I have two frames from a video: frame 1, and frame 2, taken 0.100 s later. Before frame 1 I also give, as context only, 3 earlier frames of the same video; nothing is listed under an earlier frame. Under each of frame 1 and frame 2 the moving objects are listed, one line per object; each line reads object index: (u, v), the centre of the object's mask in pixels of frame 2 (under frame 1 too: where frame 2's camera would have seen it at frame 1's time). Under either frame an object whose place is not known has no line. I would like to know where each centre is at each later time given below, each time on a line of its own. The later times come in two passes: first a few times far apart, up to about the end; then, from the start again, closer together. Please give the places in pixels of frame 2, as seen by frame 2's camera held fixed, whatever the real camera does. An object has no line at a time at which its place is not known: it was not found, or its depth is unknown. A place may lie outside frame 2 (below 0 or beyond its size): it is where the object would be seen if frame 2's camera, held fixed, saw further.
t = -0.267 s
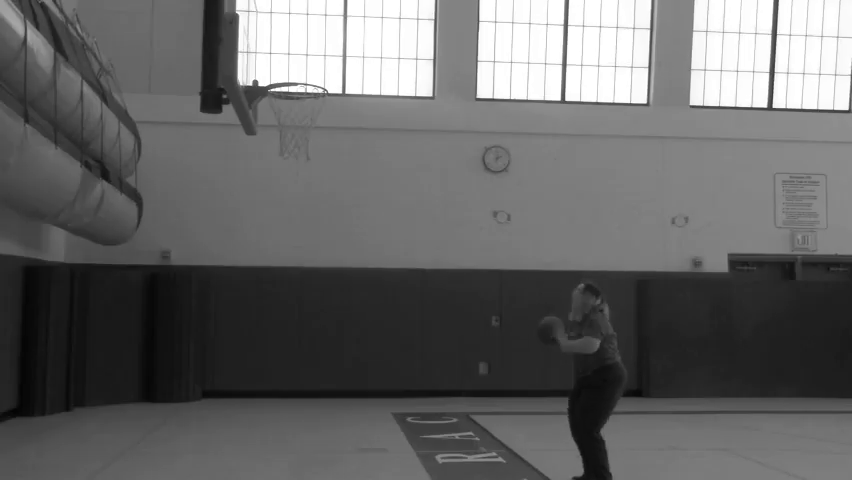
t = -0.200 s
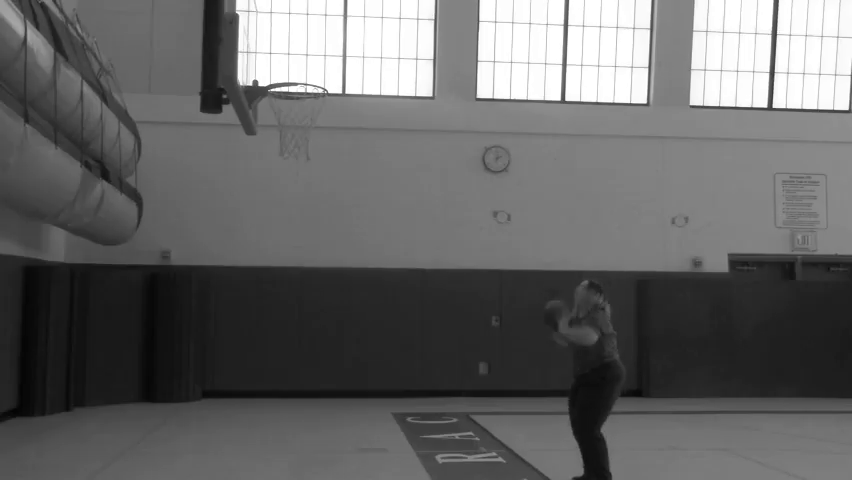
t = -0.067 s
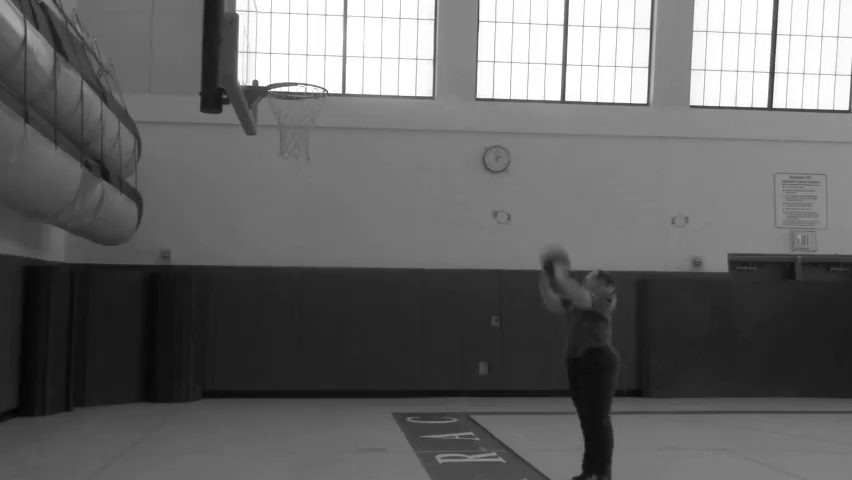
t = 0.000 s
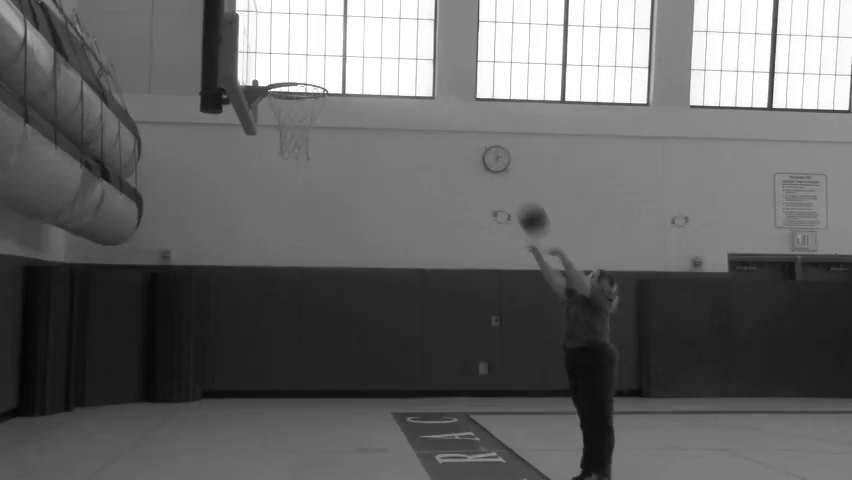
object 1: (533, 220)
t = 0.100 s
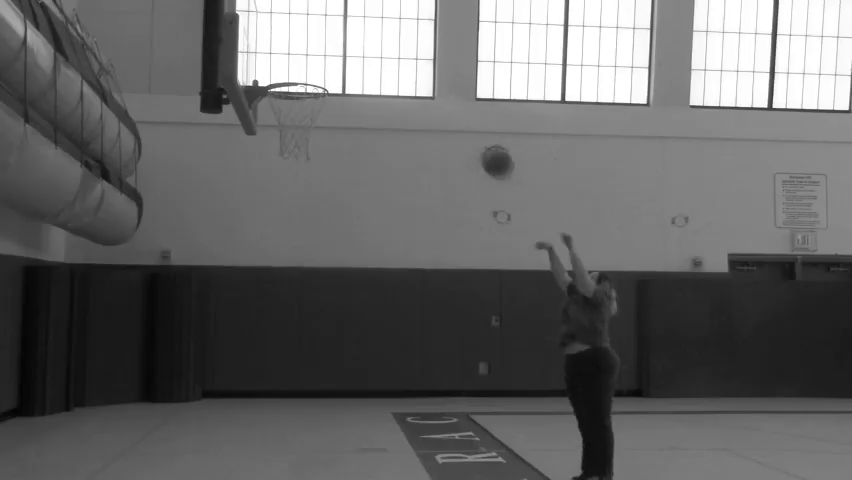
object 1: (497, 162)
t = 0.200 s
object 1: (462, 118)
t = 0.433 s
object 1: (380, 60)
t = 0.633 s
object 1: (309, 61)
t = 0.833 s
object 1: (272, 85)
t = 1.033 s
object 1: (281, 106)
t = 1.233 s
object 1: (292, 170)
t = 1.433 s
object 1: (299, 273)
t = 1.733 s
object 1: (309, 417)
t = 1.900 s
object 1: (324, 327)
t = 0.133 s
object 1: (485, 146)
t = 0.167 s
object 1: (473, 132)
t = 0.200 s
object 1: (462, 118)
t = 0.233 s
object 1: (450, 107)
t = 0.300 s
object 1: (428, 86)
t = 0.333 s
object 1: (415, 77)
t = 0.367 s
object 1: (404, 70)
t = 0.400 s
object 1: (391, 64)
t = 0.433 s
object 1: (380, 60)
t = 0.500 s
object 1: (357, 55)
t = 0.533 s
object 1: (345, 55)
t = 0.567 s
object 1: (333, 56)
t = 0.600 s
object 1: (321, 58)
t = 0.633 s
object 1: (309, 61)
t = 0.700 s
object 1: (285, 71)
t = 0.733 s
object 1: (274, 80)
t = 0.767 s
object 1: (264, 82)
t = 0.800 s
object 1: (269, 86)
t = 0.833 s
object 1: (272, 85)
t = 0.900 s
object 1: (276, 87)
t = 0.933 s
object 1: (277, 90)
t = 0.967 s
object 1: (279, 94)
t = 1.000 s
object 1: (281, 100)
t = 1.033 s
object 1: (281, 106)
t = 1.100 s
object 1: (285, 123)
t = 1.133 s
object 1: (287, 132)
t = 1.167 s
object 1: (289, 144)
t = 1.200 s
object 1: (290, 157)
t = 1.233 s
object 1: (292, 170)
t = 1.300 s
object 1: (294, 201)
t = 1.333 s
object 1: (295, 218)
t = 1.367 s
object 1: (297, 236)
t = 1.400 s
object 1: (298, 254)
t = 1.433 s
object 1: (299, 273)
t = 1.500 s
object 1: (305, 316)
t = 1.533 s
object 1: (307, 337)
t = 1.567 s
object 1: (307, 361)
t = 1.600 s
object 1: (304, 391)
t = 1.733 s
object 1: (309, 417)
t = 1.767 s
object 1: (312, 391)
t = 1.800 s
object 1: (319, 372)
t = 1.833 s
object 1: (321, 355)
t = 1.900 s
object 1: (324, 327)
